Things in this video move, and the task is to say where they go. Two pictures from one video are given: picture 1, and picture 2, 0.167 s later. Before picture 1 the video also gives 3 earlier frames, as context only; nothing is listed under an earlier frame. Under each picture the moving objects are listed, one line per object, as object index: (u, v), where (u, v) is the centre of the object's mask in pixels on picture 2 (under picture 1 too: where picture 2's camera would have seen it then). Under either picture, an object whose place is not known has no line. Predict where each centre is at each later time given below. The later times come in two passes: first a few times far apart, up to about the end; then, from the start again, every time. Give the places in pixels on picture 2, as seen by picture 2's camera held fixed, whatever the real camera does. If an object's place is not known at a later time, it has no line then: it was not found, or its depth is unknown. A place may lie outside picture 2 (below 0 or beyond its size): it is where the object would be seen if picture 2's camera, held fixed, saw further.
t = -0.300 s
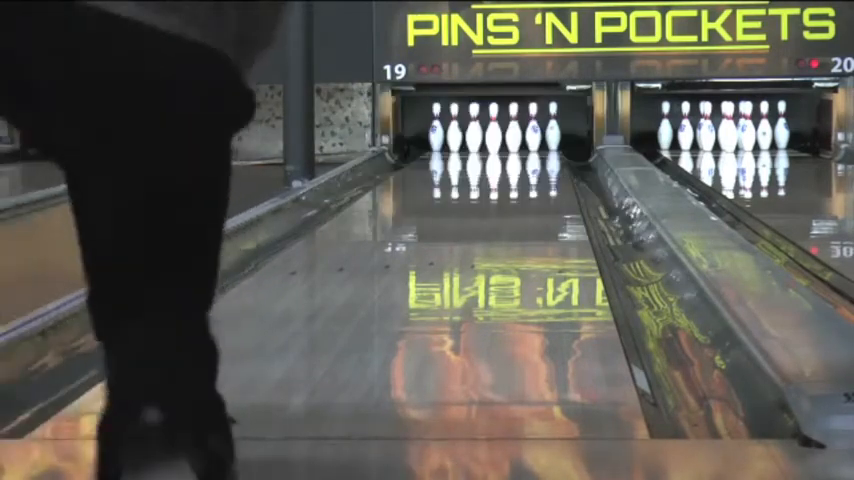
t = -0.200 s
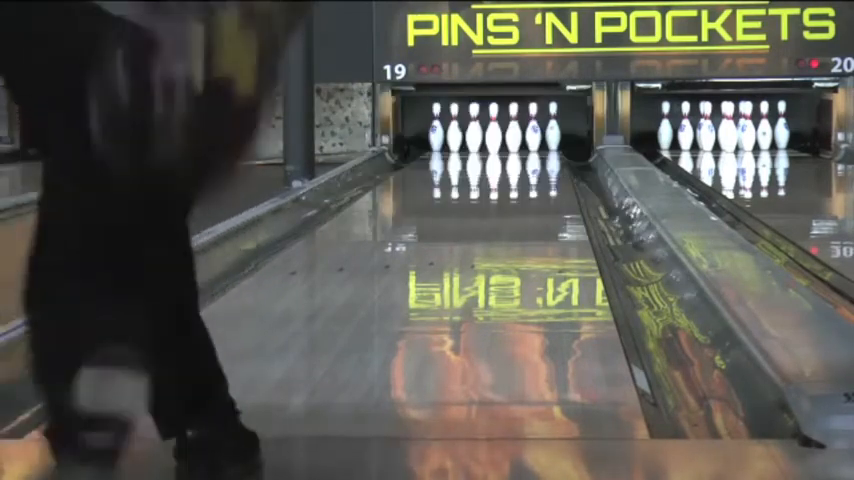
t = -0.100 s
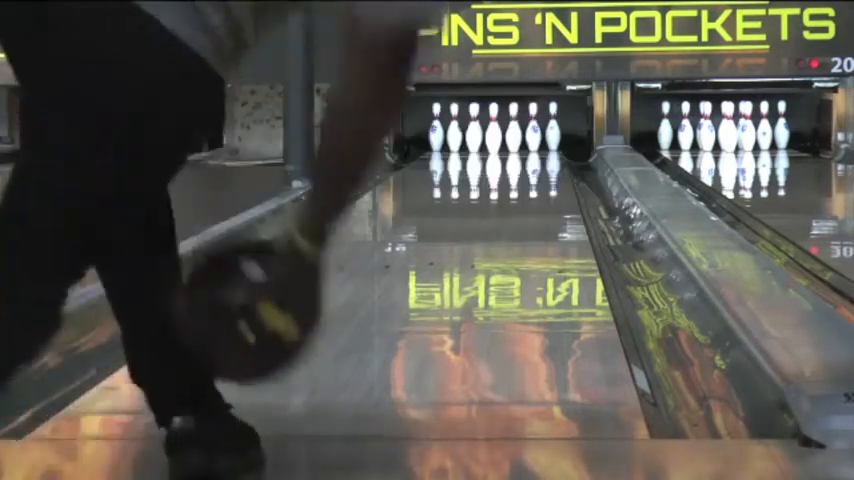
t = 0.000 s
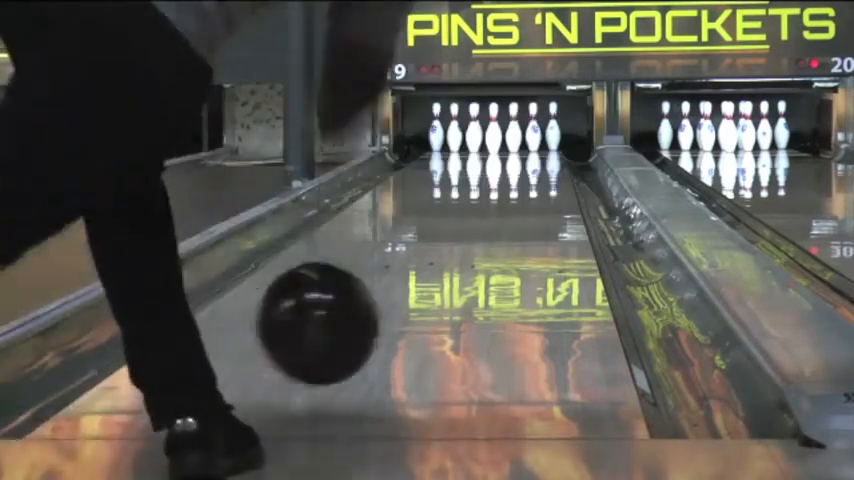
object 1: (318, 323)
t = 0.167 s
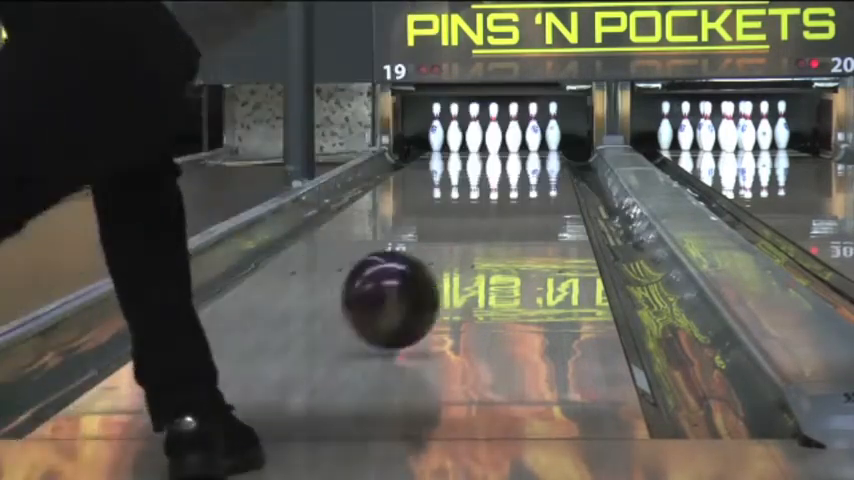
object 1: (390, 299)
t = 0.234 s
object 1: (411, 286)
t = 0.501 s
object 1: (470, 241)
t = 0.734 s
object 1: (501, 213)
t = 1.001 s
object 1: (524, 191)
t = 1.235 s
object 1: (537, 177)
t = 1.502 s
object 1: (544, 165)
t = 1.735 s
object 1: (544, 156)
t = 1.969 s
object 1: (539, 149)
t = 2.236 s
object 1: (523, 143)
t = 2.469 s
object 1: (507, 139)
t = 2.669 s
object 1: (510, 138)
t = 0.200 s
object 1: (401, 296)
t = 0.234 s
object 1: (411, 286)
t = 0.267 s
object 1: (421, 280)
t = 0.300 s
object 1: (430, 274)
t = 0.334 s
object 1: (438, 268)
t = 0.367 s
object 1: (445, 261)
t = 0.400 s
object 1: (453, 256)
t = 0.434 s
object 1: (459, 250)
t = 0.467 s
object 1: (465, 245)
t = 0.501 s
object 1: (470, 241)
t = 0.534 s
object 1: (476, 236)
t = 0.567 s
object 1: (481, 232)
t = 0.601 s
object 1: (485, 228)
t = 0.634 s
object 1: (490, 224)
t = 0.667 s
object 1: (494, 219)
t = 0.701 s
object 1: (498, 217)
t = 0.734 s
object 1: (501, 213)
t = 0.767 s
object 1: (505, 209)
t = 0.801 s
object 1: (508, 207)
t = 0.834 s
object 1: (511, 204)
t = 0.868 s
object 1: (514, 201)
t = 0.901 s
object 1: (517, 198)
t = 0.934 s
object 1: (519, 196)
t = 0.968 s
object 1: (522, 193)
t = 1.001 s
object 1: (524, 191)
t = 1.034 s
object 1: (527, 189)
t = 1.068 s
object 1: (529, 187)
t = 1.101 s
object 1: (531, 185)
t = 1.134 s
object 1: (532, 183)
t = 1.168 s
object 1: (534, 181)
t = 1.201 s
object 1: (535, 179)
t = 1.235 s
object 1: (537, 177)
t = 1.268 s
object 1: (538, 175)
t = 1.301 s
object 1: (539, 173)
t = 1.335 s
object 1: (540, 171)
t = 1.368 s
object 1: (541, 171)
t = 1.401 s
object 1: (543, 169)
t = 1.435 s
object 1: (542, 168)
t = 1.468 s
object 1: (543, 166)
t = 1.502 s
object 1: (544, 165)
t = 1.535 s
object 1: (544, 164)
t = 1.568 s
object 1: (545, 162)
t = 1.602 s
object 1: (545, 161)
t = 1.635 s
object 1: (545, 160)
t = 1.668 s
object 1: (545, 158)
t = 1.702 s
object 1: (545, 157)
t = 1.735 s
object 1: (544, 156)
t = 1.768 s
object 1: (544, 155)
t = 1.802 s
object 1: (543, 154)
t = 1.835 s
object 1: (543, 152)
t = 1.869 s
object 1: (542, 152)
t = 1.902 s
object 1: (541, 151)
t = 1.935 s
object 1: (540, 150)
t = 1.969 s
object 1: (539, 149)
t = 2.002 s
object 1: (538, 149)
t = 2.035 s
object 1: (536, 148)
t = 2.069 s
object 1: (535, 147)
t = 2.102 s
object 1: (531, 146)
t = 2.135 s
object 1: (530, 145)
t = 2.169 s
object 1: (528, 144)
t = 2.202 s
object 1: (525, 144)
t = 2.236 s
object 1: (523, 143)
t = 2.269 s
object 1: (521, 143)
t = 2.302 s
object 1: (517, 142)
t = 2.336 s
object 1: (515, 143)
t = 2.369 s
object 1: (513, 141)
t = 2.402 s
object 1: (510, 140)
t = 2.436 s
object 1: (506, 139)
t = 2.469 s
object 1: (507, 139)
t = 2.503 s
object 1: (507, 139)
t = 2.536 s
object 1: (513, 140)
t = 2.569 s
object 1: (507, 138)
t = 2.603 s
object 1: (507, 138)
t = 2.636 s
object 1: (508, 137)
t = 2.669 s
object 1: (510, 138)
